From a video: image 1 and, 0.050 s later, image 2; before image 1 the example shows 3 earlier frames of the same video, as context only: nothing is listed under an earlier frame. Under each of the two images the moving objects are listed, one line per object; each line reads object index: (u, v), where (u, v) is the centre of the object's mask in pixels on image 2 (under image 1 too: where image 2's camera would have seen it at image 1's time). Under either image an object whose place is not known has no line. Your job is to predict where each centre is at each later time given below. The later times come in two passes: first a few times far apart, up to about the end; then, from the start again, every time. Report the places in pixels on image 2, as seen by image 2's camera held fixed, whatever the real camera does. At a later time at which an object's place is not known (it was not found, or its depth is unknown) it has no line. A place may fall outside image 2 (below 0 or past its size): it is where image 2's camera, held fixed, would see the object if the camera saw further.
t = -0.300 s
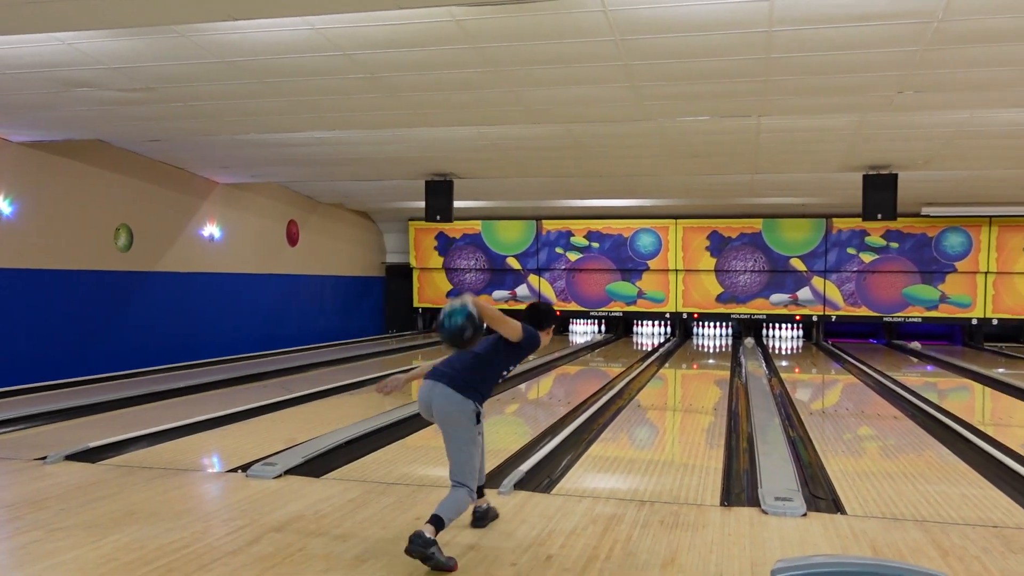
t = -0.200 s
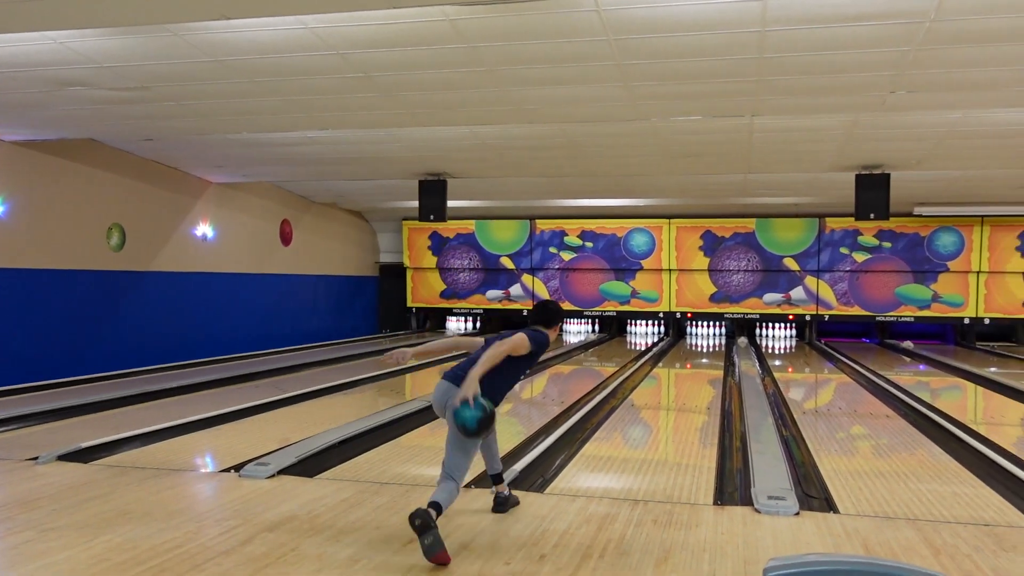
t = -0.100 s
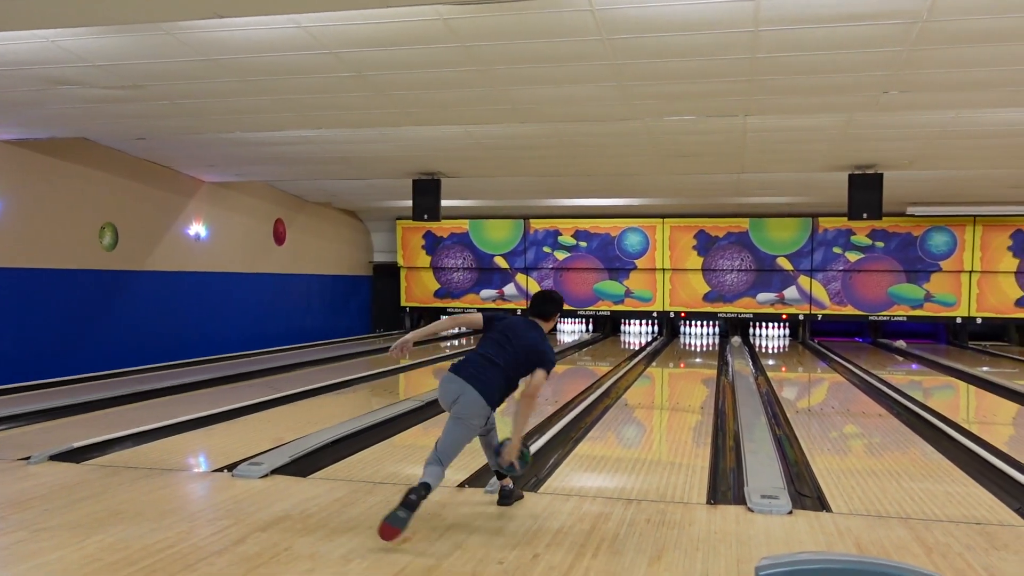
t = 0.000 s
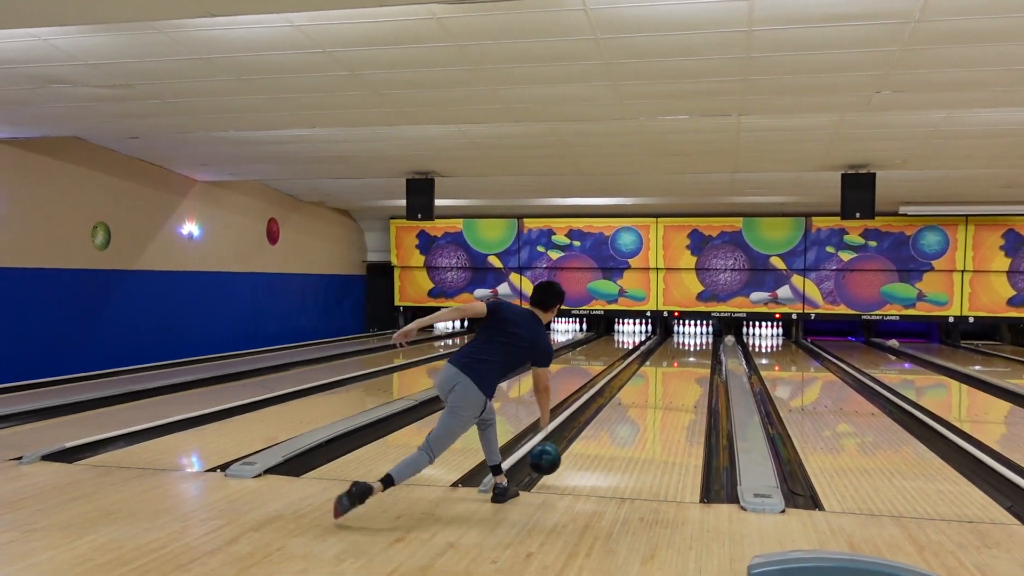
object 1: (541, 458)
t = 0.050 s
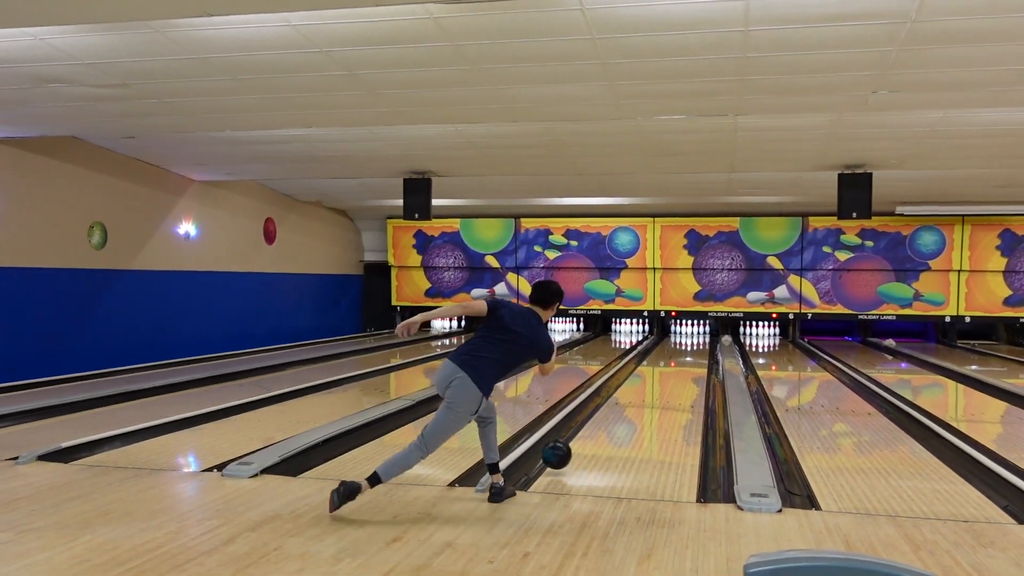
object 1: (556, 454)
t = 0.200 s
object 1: (591, 432)
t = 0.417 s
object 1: (624, 406)
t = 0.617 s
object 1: (644, 389)
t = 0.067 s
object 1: (561, 454)
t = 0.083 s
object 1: (566, 453)
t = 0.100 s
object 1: (570, 448)
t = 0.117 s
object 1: (574, 444)
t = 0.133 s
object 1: (577, 442)
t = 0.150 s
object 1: (581, 439)
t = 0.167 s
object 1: (584, 437)
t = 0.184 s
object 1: (588, 435)
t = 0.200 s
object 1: (591, 432)
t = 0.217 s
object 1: (594, 430)
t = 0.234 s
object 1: (597, 428)
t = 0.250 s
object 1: (600, 425)
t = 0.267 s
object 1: (603, 423)
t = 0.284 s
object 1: (605, 421)
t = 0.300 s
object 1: (608, 419)
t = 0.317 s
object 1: (610, 417)
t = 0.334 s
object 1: (613, 415)
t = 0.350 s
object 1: (615, 413)
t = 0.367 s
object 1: (617, 411)
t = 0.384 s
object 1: (620, 409)
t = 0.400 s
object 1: (622, 408)
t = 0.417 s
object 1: (624, 406)
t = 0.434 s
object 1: (626, 404)
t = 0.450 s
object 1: (628, 403)
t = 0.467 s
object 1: (630, 401)
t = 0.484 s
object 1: (631, 400)
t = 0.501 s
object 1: (633, 398)
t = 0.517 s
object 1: (635, 397)
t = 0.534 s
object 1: (637, 395)
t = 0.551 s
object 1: (638, 394)
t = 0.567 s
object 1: (640, 393)
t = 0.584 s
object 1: (641, 391)
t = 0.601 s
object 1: (643, 390)
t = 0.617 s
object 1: (644, 389)
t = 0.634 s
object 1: (646, 388)
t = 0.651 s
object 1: (647, 387)
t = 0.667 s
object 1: (648, 385)
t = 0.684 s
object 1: (650, 384)
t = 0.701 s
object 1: (651, 383)
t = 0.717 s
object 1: (652, 382)
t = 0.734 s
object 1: (653, 381)
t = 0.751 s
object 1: (654, 380)
